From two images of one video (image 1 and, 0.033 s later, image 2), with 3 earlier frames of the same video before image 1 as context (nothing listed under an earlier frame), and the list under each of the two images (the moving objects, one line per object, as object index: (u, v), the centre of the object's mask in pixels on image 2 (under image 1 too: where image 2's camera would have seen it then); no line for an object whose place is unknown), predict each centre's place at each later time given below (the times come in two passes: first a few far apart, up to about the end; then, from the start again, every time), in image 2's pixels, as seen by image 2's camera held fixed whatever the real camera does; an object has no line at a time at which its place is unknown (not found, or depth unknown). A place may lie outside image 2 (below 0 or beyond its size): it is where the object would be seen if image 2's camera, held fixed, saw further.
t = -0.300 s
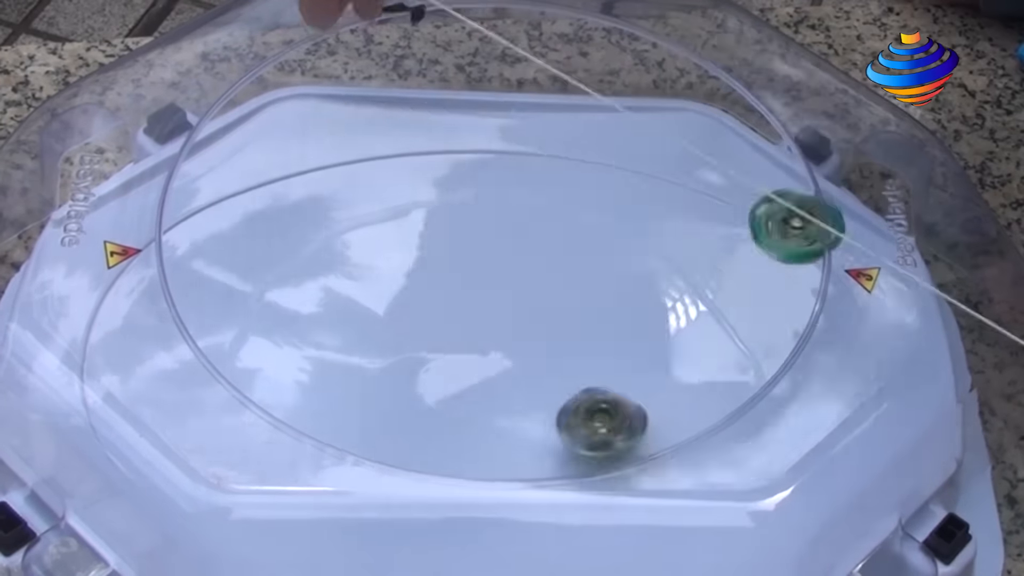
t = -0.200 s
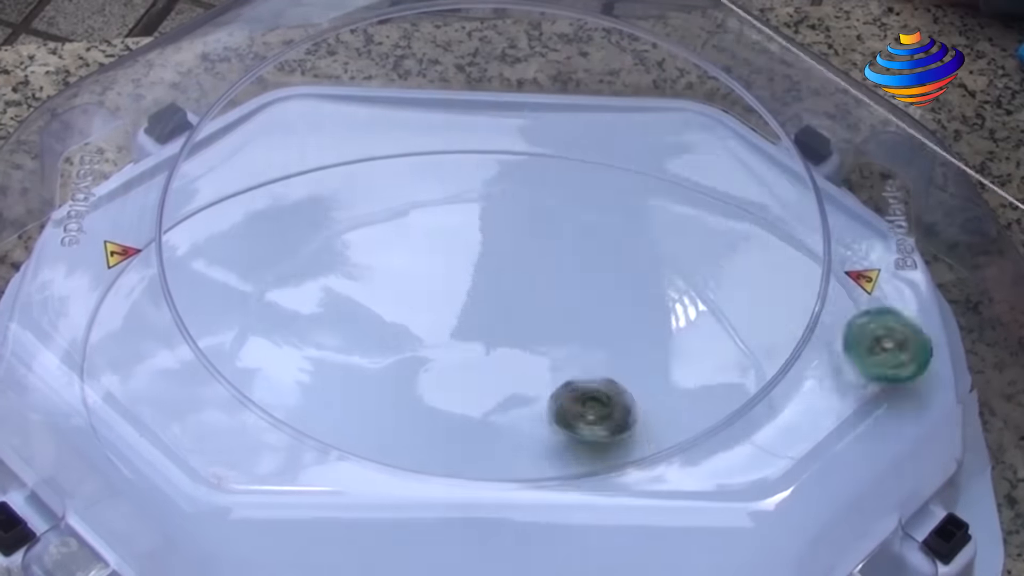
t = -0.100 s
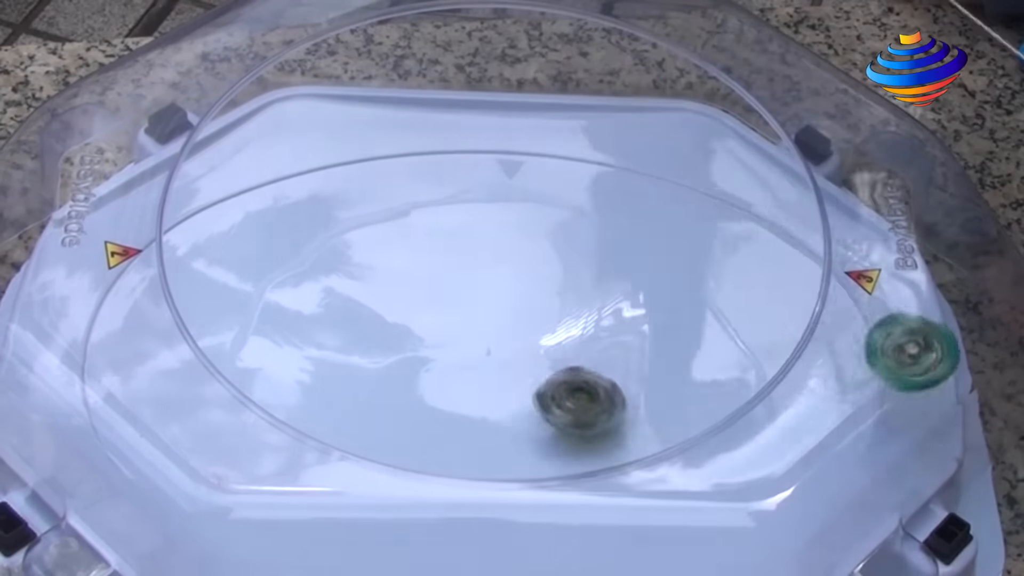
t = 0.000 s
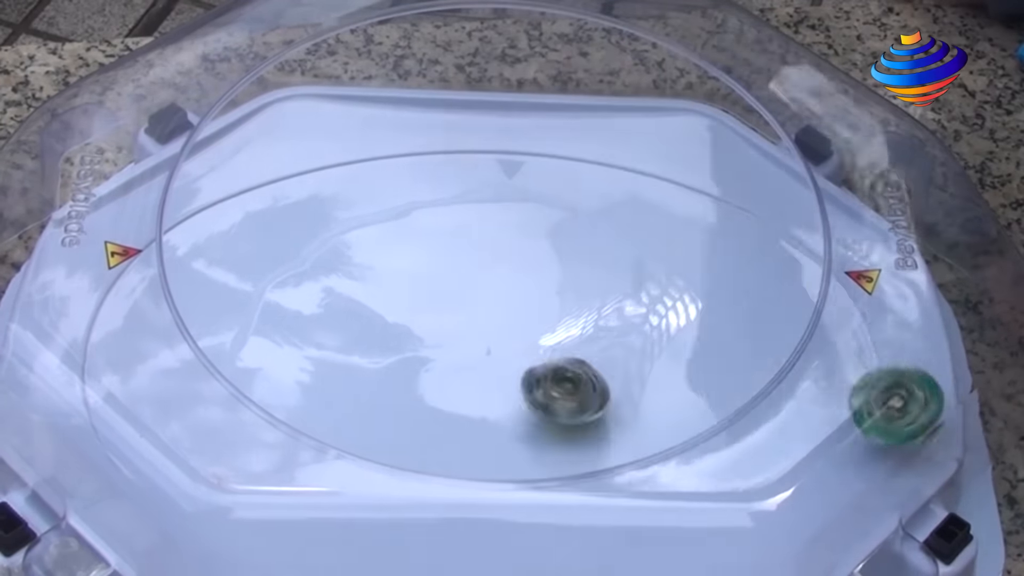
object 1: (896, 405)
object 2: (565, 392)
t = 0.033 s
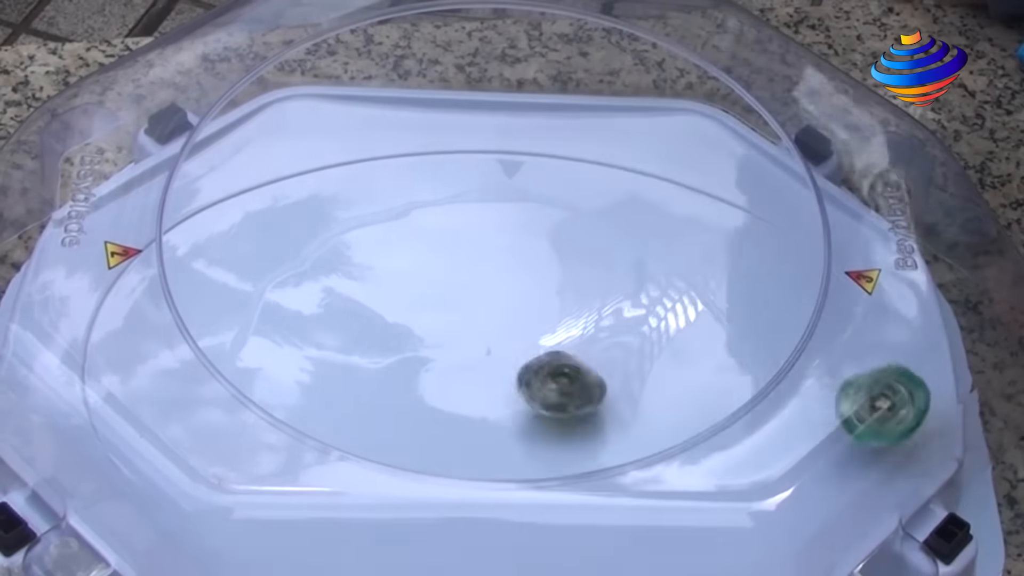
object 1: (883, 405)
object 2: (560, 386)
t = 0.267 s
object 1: (737, 422)
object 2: (532, 352)
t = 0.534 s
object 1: (649, 413)
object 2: (514, 312)
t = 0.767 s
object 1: (598, 424)
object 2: (499, 287)
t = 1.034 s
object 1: (538, 421)
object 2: (497, 274)
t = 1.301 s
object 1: (482, 393)
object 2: (498, 275)
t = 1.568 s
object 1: (424, 348)
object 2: (492, 291)
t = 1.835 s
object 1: (381, 313)
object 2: (482, 315)
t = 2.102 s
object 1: (383, 297)
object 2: (468, 338)
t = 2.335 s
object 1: (397, 289)
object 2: (450, 353)
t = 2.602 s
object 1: (418, 278)
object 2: (425, 383)
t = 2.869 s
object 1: (438, 287)
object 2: (410, 379)
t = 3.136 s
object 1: (468, 312)
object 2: (397, 372)
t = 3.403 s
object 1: (502, 343)
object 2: (394, 368)
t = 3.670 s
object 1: (516, 378)
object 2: (411, 367)
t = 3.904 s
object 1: (520, 389)
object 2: (426, 368)
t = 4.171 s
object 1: (526, 394)
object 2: (432, 370)
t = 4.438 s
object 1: (524, 384)
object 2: (422, 370)
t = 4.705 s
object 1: (517, 367)
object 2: (421, 371)
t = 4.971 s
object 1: (523, 353)
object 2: (421, 372)
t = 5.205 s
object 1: (533, 343)
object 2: (421, 375)
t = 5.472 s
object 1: (539, 336)
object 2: (424, 375)
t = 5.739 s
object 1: (541, 334)
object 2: (432, 376)
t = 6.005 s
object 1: (536, 333)
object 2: (435, 381)
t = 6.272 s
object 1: (524, 330)
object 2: (438, 385)
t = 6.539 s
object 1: (508, 325)
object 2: (440, 389)
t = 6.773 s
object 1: (490, 319)
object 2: (442, 389)
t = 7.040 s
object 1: (474, 313)
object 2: (447, 389)
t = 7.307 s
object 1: (458, 308)
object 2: (453, 387)
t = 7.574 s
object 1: (453, 311)
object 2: (458, 390)
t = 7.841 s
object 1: (449, 319)
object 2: (464, 395)
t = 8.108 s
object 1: (451, 323)
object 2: (472, 399)
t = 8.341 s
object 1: (445, 327)
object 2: (477, 400)
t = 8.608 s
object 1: (440, 334)
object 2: (480, 398)
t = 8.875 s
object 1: (439, 330)
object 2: (491, 395)
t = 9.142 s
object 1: (432, 329)
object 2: (496, 392)
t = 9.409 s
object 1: (435, 331)
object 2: (502, 390)
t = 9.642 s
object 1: (436, 335)
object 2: (503, 391)
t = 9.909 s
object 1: (438, 337)
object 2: (507, 389)
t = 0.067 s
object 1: (865, 419)
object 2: (556, 381)
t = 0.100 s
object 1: (846, 426)
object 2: (551, 377)
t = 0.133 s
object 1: (827, 428)
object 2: (547, 372)
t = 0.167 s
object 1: (803, 431)
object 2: (542, 367)
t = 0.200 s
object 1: (780, 432)
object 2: (538, 363)
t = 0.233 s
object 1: (764, 431)
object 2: (535, 357)
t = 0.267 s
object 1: (737, 422)
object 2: (532, 352)
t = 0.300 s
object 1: (720, 420)
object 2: (528, 348)
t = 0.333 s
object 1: (703, 417)
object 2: (527, 343)
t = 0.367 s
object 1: (687, 411)
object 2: (525, 338)
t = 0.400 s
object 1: (678, 410)
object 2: (522, 333)
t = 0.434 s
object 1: (668, 410)
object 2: (522, 329)
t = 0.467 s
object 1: (659, 411)
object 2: (520, 322)
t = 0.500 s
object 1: (654, 412)
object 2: (516, 317)
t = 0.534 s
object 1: (649, 413)
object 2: (514, 312)
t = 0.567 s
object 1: (644, 415)
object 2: (510, 307)
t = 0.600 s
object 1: (637, 417)
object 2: (506, 304)
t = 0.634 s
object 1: (628, 419)
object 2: (504, 301)
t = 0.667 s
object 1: (621, 422)
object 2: (502, 297)
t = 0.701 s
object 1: (613, 423)
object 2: (501, 295)
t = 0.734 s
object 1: (607, 423)
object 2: (500, 291)
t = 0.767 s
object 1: (598, 424)
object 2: (499, 287)
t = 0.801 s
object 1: (590, 426)
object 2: (499, 286)
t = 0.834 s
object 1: (585, 427)
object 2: (498, 283)
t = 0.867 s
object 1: (579, 427)
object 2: (496, 280)
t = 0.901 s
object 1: (571, 427)
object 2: (497, 279)
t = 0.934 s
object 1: (562, 427)
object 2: (497, 277)
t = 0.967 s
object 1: (556, 425)
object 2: (495, 277)
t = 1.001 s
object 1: (549, 423)
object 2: (498, 275)
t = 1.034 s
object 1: (538, 421)
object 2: (497, 274)
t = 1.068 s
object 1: (531, 419)
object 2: (497, 275)
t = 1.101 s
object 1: (525, 416)
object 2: (498, 274)
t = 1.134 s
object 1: (517, 413)
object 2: (497, 273)
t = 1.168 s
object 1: (509, 410)
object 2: (499, 275)
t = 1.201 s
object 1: (503, 406)
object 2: (498, 274)
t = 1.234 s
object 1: (494, 401)
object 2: (497, 276)
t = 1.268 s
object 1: (486, 397)
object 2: (499, 275)
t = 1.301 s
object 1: (482, 393)
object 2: (498, 275)
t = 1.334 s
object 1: (475, 389)
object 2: (498, 278)
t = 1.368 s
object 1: (467, 385)
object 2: (498, 280)
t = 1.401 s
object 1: (461, 380)
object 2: (496, 281)
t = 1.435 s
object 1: (452, 373)
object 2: (498, 282)
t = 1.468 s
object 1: (443, 368)
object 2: (496, 283)
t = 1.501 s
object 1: (437, 361)
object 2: (496, 287)
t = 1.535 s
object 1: (428, 354)
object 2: (495, 289)
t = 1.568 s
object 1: (424, 348)
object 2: (492, 291)
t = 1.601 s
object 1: (418, 341)
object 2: (493, 293)
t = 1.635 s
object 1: (412, 336)
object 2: (490, 296)
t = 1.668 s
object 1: (407, 331)
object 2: (490, 300)
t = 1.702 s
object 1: (395, 327)
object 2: (490, 302)
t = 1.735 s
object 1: (390, 324)
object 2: (487, 306)
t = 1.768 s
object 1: (385, 320)
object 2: (486, 308)
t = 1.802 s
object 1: (381, 317)
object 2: (483, 310)
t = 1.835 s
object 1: (381, 313)
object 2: (482, 315)
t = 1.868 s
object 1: (378, 311)
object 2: (480, 318)
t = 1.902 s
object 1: (380, 308)
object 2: (477, 322)
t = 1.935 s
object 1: (378, 306)
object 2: (476, 325)
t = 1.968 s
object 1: (380, 303)
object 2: (472, 328)
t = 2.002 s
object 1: (378, 302)
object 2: (472, 331)
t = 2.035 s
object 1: (381, 300)
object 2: (470, 332)
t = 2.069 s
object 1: (381, 297)
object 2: (470, 335)
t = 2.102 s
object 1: (383, 297)
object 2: (468, 338)
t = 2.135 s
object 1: (383, 294)
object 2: (465, 342)
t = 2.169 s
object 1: (387, 295)
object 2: (462, 343)
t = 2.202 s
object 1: (388, 292)
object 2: (458, 346)
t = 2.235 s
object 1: (392, 293)
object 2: (455, 347)
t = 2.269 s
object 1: (393, 292)
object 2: (452, 348)
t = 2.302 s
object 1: (397, 292)
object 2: (451, 350)
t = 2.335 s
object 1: (397, 289)
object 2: (450, 353)
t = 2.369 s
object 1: (403, 290)
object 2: (447, 355)
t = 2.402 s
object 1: (405, 292)
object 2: (443, 356)
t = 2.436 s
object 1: (404, 283)
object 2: (443, 365)
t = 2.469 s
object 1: (410, 279)
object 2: (438, 375)
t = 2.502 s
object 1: (414, 277)
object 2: (435, 380)
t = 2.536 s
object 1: (415, 275)
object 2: (431, 382)
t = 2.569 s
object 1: (418, 277)
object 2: (429, 383)
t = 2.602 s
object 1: (418, 278)
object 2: (425, 383)
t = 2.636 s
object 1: (419, 277)
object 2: (424, 383)
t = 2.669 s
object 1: (424, 279)
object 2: (419, 384)
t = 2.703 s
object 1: (425, 280)
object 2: (419, 383)
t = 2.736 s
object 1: (426, 280)
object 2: (416, 384)
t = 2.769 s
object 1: (431, 282)
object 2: (416, 381)
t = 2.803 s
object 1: (433, 284)
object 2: (414, 381)
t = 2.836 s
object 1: (433, 286)
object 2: (411, 380)
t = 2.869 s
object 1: (438, 287)
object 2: (410, 379)
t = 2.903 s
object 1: (441, 291)
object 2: (408, 377)
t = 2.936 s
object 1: (441, 294)
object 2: (407, 376)
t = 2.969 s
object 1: (446, 296)
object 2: (404, 375)
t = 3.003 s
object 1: (449, 299)
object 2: (405, 374)
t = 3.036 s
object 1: (452, 305)
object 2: (404, 374)
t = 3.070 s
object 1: (454, 308)
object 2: (404, 370)
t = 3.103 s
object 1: (457, 312)
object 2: (404, 370)
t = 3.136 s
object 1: (468, 312)
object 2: (397, 372)
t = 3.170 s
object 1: (476, 314)
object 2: (390, 371)
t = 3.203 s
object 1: (481, 320)
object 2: (390, 371)
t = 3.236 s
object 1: (485, 325)
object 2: (389, 371)
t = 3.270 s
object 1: (487, 330)
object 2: (391, 372)
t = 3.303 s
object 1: (492, 334)
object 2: (391, 370)
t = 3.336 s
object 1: (496, 336)
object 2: (393, 370)
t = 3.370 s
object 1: (498, 340)
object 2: (394, 369)
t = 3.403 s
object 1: (502, 343)
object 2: (394, 368)
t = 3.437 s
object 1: (505, 346)
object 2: (396, 368)
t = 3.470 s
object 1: (510, 351)
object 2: (398, 369)
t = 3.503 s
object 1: (512, 355)
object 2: (401, 367)
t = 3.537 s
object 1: (515, 359)
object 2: (402, 368)
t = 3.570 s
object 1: (517, 362)
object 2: (403, 366)
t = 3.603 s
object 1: (518, 367)
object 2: (405, 366)
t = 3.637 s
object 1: (519, 372)
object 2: (407, 368)
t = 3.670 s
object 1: (516, 378)
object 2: (411, 367)
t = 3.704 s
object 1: (517, 381)
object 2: (413, 368)
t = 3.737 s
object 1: (515, 383)
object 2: (414, 366)
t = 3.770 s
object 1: (516, 384)
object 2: (418, 367)
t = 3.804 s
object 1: (516, 385)
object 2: (419, 368)
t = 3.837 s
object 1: (517, 386)
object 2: (423, 368)
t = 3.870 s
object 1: (518, 387)
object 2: (425, 369)
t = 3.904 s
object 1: (520, 389)
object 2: (426, 368)
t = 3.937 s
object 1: (520, 392)
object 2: (428, 369)
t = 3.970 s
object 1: (519, 394)
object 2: (429, 370)
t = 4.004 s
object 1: (520, 395)
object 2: (431, 369)
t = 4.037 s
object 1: (521, 395)
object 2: (431, 370)
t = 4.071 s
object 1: (522, 395)
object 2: (430, 370)
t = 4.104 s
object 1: (521, 395)
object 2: (433, 371)
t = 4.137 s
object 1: (524, 394)
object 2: (433, 371)
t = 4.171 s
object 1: (526, 394)
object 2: (432, 370)
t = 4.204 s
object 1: (527, 394)
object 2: (431, 372)
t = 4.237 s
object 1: (526, 392)
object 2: (430, 372)
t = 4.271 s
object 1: (525, 391)
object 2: (432, 371)
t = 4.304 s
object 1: (523, 389)
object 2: (432, 373)
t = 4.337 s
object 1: (522, 388)
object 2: (430, 374)
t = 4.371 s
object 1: (524, 387)
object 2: (429, 373)
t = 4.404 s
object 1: (524, 386)
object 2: (426, 371)
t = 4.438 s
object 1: (524, 384)
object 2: (422, 370)
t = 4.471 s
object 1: (523, 382)
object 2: (424, 369)
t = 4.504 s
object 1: (522, 379)
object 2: (424, 369)
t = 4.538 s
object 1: (522, 378)
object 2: (422, 370)
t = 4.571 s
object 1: (521, 375)
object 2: (424, 370)
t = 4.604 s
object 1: (520, 373)
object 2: (423, 371)
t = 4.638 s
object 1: (518, 371)
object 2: (420, 371)
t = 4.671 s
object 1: (518, 369)
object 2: (422, 371)
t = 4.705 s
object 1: (517, 367)
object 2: (421, 371)
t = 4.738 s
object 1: (518, 366)
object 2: (420, 372)
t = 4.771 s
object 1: (517, 364)
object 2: (422, 372)
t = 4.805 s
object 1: (518, 362)
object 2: (421, 372)
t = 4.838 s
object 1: (519, 361)
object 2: (419, 373)
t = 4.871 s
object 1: (521, 359)
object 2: (421, 372)
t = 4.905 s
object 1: (522, 357)
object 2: (420, 373)
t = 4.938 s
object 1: (522, 355)
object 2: (419, 374)
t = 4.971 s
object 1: (523, 353)
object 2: (421, 372)
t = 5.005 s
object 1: (523, 351)
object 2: (420, 373)
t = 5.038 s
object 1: (525, 350)
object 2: (419, 374)
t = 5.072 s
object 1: (525, 349)
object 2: (420, 372)
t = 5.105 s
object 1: (528, 348)
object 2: (420, 373)
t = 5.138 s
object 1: (529, 347)
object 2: (420, 375)
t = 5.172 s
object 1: (531, 345)
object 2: (421, 373)
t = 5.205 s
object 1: (533, 343)
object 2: (421, 375)
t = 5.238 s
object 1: (532, 342)
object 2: (422, 375)
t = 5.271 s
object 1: (534, 341)
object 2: (421, 373)
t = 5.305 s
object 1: (534, 341)
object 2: (423, 374)
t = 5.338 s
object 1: (537, 340)
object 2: (423, 374)
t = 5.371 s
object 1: (538, 340)
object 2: (422, 374)
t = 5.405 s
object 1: (539, 338)
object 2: (425, 374)
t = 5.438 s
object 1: (540, 337)
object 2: (425, 374)
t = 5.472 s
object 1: (539, 336)
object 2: (424, 375)
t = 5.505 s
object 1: (540, 336)
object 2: (426, 374)
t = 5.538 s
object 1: (540, 336)
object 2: (426, 375)
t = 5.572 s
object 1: (542, 336)
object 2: (428, 376)
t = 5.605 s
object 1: (542, 336)
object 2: (427, 375)
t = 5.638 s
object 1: (541, 334)
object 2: (429, 376)
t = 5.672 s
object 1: (541, 334)
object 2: (430, 376)
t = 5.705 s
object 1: (540, 335)
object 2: (429, 377)
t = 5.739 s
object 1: (541, 334)
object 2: (432, 376)
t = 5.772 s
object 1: (541, 334)
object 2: (431, 377)
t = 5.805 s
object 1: (541, 333)
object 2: (431, 378)
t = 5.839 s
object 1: (540, 333)
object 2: (432, 377)
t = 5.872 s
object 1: (539, 334)
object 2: (433, 378)
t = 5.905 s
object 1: (540, 334)
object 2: (434, 379)
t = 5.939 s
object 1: (540, 333)
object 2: (433, 380)
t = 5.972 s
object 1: (538, 332)
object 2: (435, 379)
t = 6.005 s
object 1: (536, 333)
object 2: (435, 381)
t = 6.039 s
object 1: (535, 333)
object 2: (435, 382)
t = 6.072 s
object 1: (535, 332)
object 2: (435, 381)
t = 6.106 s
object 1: (534, 332)
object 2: (437, 382)
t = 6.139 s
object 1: (531, 331)
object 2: (437, 382)
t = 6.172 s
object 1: (529, 332)
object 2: (436, 384)
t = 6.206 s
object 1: (528, 332)
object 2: (438, 382)
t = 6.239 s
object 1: (527, 331)
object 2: (438, 384)
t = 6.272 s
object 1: (524, 330)
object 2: (438, 385)
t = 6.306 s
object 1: (521, 330)
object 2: (437, 386)
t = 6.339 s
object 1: (520, 330)
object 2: (439, 385)
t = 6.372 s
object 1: (520, 329)
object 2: (439, 386)
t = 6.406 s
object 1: (516, 328)
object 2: (439, 387)
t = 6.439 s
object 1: (514, 328)
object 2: (438, 387)
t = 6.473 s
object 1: (512, 328)
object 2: (440, 387)
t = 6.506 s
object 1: (511, 326)
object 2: (440, 388)
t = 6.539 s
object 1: (508, 325)
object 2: (440, 389)
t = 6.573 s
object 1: (505, 325)
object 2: (440, 388)
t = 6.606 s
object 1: (505, 324)
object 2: (441, 388)
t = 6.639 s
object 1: (503, 323)
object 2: (441, 389)
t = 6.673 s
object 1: (498, 322)
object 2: (441, 390)
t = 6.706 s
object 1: (498, 321)
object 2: (440, 389)
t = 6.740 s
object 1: (496, 320)
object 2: (443, 389)
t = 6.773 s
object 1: (490, 319)
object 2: (442, 389)
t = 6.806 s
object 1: (489, 319)
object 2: (442, 390)
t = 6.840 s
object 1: (488, 318)
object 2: (442, 389)
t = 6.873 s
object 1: (484, 316)
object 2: (445, 389)
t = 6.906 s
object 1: (481, 316)
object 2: (444, 389)
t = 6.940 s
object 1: (481, 315)
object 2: (445, 390)
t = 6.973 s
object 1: (478, 313)
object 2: (444, 389)
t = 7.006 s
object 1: (475, 313)
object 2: (447, 389)
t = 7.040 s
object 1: (474, 313)
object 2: (447, 389)
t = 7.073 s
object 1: (472, 310)
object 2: (448, 389)
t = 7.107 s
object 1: (469, 310)
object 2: (447, 388)
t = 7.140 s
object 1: (467, 311)
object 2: (450, 388)
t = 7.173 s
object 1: (466, 309)
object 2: (449, 389)
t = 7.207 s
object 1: (463, 308)
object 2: (450, 389)
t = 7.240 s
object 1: (462, 310)
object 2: (450, 389)
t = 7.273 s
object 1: (461, 308)
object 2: (452, 387)
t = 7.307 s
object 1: (458, 308)
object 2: (453, 387)
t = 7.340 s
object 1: (458, 311)
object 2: (453, 388)
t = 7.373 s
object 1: (456, 310)
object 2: (453, 388)
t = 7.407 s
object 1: (454, 311)
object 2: (453, 388)
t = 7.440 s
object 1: (455, 313)
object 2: (456, 387)
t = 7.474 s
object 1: (453, 313)
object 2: (456, 388)
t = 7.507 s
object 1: (453, 312)
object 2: (457, 391)
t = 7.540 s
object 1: (455, 311)
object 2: (456, 392)
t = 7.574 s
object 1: (453, 311)
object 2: (458, 390)
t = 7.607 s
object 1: (454, 314)
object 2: (460, 392)
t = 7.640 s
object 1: (454, 314)
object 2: (459, 392)
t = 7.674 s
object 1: (452, 317)
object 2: (461, 394)
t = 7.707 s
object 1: (453, 317)
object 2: (461, 394)
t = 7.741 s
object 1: (451, 317)
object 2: (463, 394)
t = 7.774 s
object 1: (450, 320)
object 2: (463, 394)
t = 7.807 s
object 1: (451, 318)
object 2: (464, 395)
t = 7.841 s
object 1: (449, 319)
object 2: (464, 395)
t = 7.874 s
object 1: (450, 321)
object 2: (465, 394)
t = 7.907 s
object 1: (448, 320)
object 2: (468, 396)
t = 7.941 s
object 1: (449, 323)
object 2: (466, 395)
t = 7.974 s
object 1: (449, 323)
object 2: (468, 394)
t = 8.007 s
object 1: (447, 325)
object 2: (468, 395)
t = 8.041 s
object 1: (450, 324)
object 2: (469, 396)
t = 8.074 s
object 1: (448, 323)
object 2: (472, 398)
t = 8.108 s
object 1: (451, 323)
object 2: (472, 399)
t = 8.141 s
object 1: (450, 323)
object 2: (471, 401)
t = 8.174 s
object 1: (449, 325)
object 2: (473, 400)
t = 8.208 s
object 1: (448, 325)
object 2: (473, 400)
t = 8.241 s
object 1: (447, 327)
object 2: (473, 398)
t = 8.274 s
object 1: (447, 326)
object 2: (477, 400)
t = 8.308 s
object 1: (445, 329)
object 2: (476, 400)
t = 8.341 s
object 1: (445, 327)
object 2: (477, 400)
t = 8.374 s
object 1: (444, 330)
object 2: (477, 400)
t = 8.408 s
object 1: (445, 329)
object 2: (477, 399)
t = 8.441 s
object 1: (441, 331)
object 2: (479, 398)
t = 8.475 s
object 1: (443, 331)
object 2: (480, 399)
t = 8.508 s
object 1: (441, 332)
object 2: (479, 399)
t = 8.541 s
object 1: (442, 333)
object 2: (480, 399)
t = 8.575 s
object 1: (439, 334)
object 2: (480, 398)
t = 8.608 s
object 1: (440, 334)
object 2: (480, 398)
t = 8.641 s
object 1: (438, 334)
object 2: (482, 397)
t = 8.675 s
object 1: (440, 335)
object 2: (484, 397)
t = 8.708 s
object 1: (437, 334)
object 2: (483, 397)
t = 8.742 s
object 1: (439, 334)
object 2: (484, 397)
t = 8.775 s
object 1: (438, 334)
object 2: (484, 396)
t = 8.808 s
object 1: (440, 332)
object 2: (486, 396)
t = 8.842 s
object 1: (438, 331)
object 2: (490, 396)
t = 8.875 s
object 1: (439, 330)
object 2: (491, 395)
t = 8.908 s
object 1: (438, 331)
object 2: (492, 396)
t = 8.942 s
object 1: (437, 330)
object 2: (494, 395)
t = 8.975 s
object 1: (436, 331)
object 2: (493, 394)
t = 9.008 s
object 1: (433, 329)
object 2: (494, 395)
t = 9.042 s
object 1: (435, 329)
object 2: (494, 393)
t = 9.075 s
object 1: (433, 329)
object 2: (497, 391)
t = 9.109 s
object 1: (434, 329)
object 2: (498, 393)
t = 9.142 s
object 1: (432, 329)
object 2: (496, 392)
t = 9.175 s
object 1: (432, 328)
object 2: (498, 391)
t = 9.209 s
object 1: (434, 330)
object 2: (498, 392)
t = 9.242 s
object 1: (434, 330)
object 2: (497, 392)
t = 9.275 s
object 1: (436, 332)
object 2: (499, 389)
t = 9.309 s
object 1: (433, 332)
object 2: (501, 390)
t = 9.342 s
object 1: (435, 332)
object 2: (500, 390)
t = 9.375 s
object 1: (434, 332)
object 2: (500, 390)
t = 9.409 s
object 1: (435, 331)
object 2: (502, 390)
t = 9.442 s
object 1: (436, 333)
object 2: (501, 391)
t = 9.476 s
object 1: (434, 333)
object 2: (501, 390)
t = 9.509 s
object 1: (436, 332)
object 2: (502, 390)
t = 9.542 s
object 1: (436, 334)
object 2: (502, 390)
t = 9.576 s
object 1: (437, 332)
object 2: (503, 388)
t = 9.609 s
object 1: (438, 335)
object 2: (506, 390)
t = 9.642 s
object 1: (436, 335)
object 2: (503, 391)
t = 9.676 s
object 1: (438, 335)
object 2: (503, 388)
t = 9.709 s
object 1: (438, 337)
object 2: (504, 390)
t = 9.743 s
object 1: (439, 336)
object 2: (503, 391)
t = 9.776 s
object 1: (440, 337)
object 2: (503, 389)
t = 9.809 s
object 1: (437, 337)
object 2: (506, 388)
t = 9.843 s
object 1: (439, 336)
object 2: (507, 389)
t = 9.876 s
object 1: (440, 337)
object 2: (507, 388)
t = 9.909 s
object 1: (438, 337)
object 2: (507, 389)
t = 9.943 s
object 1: (439, 337)
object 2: (506, 390)
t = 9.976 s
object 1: (437, 338)
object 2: (506, 388)
